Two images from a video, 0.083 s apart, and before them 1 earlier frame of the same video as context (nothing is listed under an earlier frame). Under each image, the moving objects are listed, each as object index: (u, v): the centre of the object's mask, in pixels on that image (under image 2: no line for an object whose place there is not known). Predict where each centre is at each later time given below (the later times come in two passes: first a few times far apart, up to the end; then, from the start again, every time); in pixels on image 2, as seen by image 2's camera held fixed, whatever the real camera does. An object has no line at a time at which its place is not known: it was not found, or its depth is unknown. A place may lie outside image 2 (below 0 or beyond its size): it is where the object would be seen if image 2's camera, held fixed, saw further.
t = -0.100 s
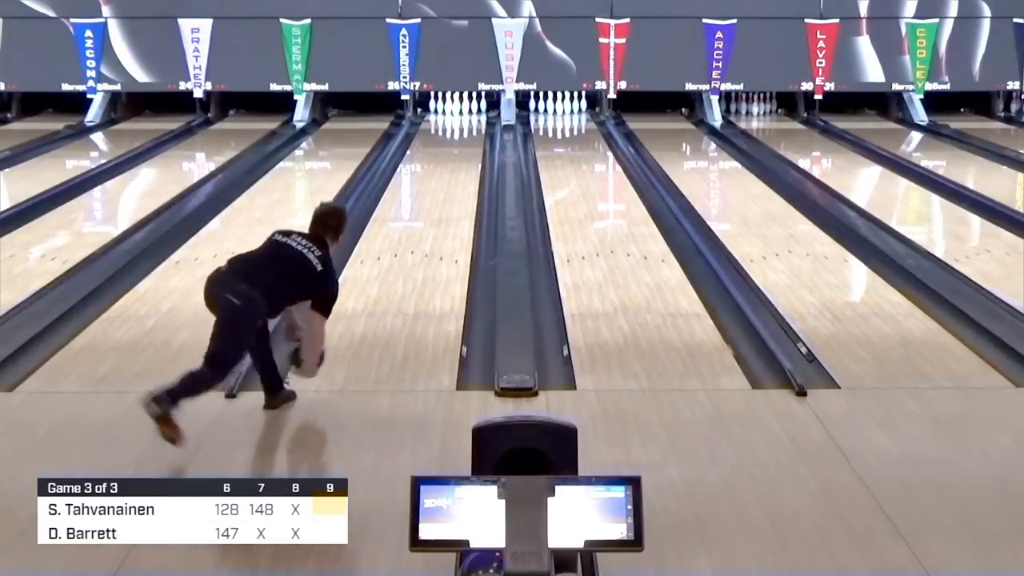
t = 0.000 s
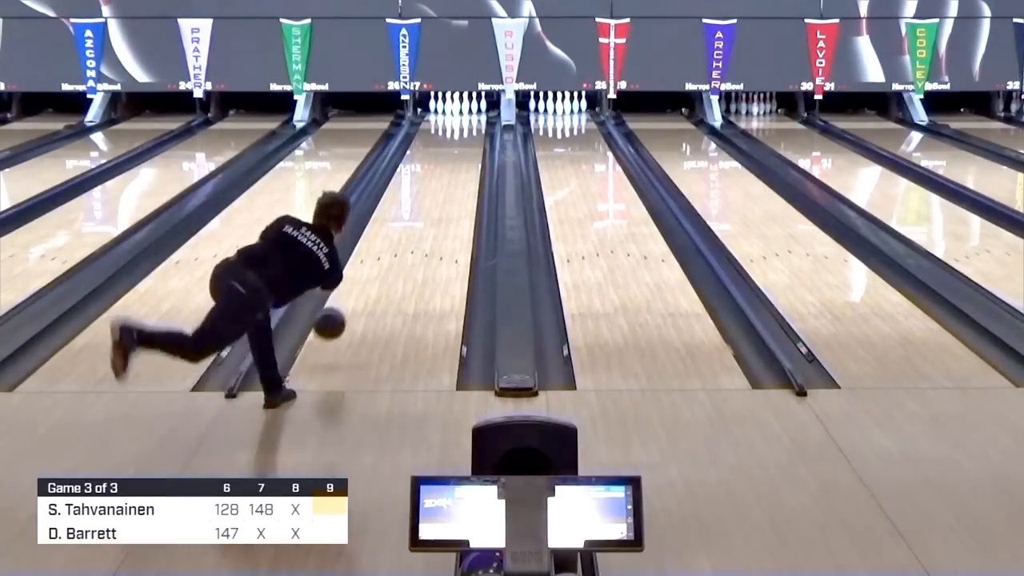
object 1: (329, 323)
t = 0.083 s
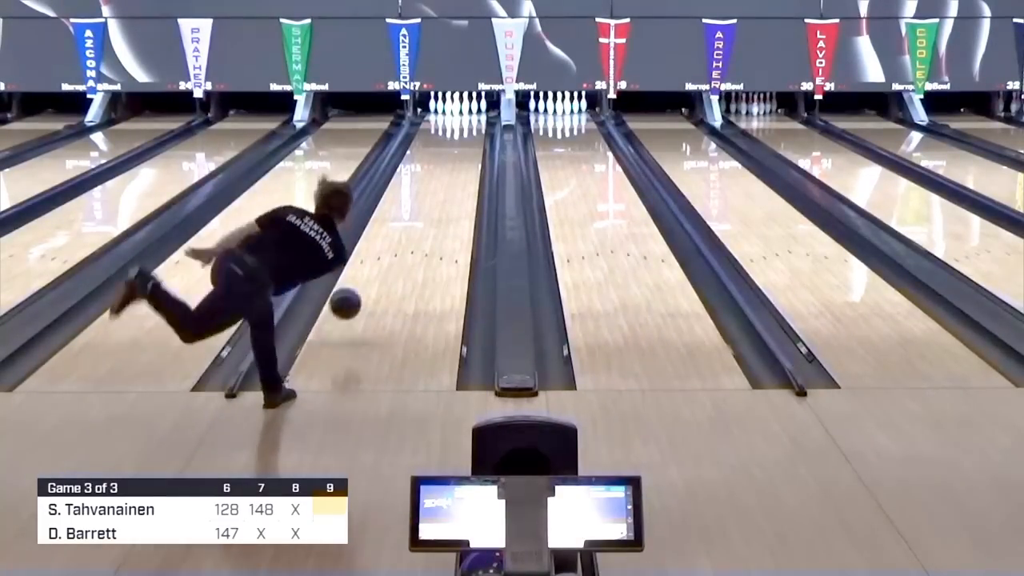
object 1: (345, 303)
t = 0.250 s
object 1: (373, 290)
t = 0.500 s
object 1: (405, 248)
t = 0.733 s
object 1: (428, 217)
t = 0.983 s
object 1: (446, 191)
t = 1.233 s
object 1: (461, 170)
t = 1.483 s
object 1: (471, 154)
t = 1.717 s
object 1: (476, 141)
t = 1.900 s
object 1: (475, 131)
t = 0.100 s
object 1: (348, 300)
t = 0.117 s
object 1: (351, 298)
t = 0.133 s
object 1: (354, 296)
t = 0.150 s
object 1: (357, 296)
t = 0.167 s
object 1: (360, 295)
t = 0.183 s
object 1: (363, 294)
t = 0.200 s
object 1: (365, 294)
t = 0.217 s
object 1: (368, 295)
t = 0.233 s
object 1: (371, 294)
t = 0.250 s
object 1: (373, 290)
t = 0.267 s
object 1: (375, 286)
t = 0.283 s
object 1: (378, 283)
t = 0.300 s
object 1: (380, 280)
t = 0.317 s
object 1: (383, 277)
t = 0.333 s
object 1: (385, 275)
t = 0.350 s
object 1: (387, 272)
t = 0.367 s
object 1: (390, 269)
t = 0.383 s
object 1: (391, 266)
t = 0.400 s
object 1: (393, 264)
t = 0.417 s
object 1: (396, 261)
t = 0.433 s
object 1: (398, 258)
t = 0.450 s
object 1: (400, 255)
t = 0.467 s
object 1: (401, 253)
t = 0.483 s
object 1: (403, 250)
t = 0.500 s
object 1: (405, 248)
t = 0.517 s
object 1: (407, 245)
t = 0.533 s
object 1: (409, 243)
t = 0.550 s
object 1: (411, 240)
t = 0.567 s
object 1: (412, 238)
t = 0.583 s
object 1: (414, 236)
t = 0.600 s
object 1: (416, 234)
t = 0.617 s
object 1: (417, 232)
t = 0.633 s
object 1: (419, 229)
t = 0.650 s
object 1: (420, 227)
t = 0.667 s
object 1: (422, 225)
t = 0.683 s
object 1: (423, 223)
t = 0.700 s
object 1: (425, 221)
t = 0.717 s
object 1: (427, 219)
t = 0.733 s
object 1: (428, 217)
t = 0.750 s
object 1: (429, 215)
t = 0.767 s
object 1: (431, 213)
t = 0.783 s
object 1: (432, 211)
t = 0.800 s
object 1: (433, 209)
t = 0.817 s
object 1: (435, 208)
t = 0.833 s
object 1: (436, 206)
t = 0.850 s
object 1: (437, 204)
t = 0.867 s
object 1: (438, 202)
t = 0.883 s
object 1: (440, 201)
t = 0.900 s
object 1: (441, 199)
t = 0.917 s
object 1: (442, 197)
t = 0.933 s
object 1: (443, 196)
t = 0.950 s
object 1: (444, 194)
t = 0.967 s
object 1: (446, 192)
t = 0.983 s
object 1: (446, 191)
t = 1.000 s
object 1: (448, 189)
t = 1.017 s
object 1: (449, 188)
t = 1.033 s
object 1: (450, 186)
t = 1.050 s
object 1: (451, 185)
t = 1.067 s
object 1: (452, 183)
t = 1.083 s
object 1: (452, 182)
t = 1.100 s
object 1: (453, 181)
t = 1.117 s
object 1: (455, 179)
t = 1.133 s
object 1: (455, 178)
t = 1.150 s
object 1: (456, 177)
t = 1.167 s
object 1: (457, 175)
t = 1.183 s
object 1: (458, 174)
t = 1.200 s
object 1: (459, 173)
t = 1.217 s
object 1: (460, 172)
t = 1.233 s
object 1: (461, 170)
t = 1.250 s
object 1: (461, 169)
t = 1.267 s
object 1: (463, 168)
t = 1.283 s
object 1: (463, 167)
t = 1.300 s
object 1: (464, 165)
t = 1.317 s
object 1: (464, 164)
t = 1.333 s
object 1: (465, 163)
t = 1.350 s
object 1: (466, 162)
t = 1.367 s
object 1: (467, 161)
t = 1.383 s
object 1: (467, 160)
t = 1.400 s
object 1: (468, 159)
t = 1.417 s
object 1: (469, 158)
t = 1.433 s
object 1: (469, 157)
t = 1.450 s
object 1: (470, 156)
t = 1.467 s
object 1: (470, 155)
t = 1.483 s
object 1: (471, 154)
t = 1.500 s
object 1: (471, 153)
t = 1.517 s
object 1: (472, 152)
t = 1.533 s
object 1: (472, 151)
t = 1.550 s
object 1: (473, 150)
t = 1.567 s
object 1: (473, 149)
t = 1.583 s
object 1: (474, 148)
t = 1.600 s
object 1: (474, 147)
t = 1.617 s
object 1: (474, 146)
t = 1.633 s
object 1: (475, 145)
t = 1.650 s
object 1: (475, 144)
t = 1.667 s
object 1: (475, 143)
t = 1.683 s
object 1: (475, 142)
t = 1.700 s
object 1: (475, 141)
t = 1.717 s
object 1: (476, 141)
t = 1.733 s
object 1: (476, 140)
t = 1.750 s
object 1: (476, 139)
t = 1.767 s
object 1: (476, 138)
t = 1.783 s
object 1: (476, 137)
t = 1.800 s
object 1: (476, 136)
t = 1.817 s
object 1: (476, 136)
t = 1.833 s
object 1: (476, 134)
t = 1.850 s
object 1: (476, 134)
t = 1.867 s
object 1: (476, 133)
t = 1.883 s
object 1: (476, 132)
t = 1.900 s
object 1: (475, 131)
